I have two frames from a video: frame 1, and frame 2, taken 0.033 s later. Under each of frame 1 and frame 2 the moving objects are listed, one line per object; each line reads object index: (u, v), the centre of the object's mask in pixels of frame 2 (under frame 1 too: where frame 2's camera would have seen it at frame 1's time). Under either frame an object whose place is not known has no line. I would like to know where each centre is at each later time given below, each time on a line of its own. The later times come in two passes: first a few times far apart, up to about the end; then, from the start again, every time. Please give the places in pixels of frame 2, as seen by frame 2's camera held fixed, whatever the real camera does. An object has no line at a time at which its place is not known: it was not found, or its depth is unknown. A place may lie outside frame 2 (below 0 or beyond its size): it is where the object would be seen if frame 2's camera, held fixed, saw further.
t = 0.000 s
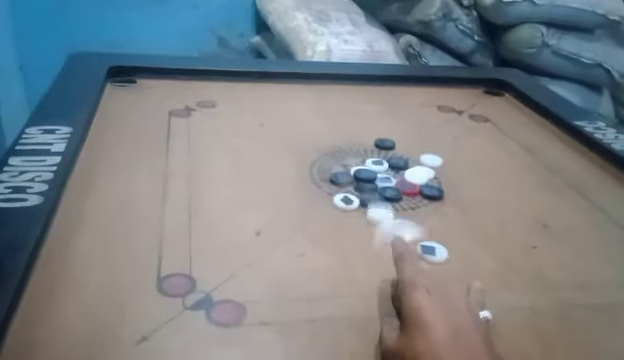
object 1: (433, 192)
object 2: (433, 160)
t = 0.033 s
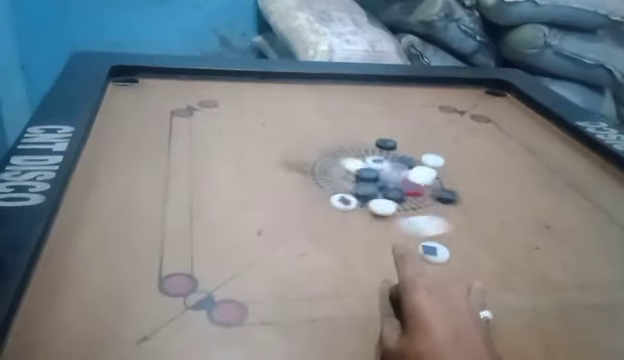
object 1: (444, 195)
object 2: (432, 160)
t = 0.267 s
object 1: (486, 184)
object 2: (485, 156)
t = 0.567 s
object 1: (488, 182)
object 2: (485, 156)
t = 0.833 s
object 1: (487, 181)
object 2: (485, 155)
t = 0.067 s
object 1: (458, 198)
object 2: (440, 159)
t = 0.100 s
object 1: (466, 199)
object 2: (453, 159)
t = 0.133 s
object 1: (474, 197)
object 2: (464, 158)
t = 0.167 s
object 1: (479, 193)
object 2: (474, 157)
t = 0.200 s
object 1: (482, 189)
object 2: (481, 157)
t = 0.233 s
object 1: (484, 186)
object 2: (485, 156)
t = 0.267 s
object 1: (486, 184)
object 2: (485, 156)
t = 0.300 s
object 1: (488, 182)
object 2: (486, 156)
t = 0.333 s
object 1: (488, 182)
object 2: (486, 156)
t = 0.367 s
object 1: (488, 182)
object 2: (486, 156)
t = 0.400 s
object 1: (488, 182)
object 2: (486, 156)
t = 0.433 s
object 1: (488, 182)
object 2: (486, 156)
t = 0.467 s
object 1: (488, 182)
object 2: (486, 156)
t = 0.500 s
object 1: (488, 182)
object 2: (486, 156)
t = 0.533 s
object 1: (488, 182)
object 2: (486, 156)
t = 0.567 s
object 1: (488, 182)
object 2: (485, 156)
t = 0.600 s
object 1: (487, 182)
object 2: (485, 155)
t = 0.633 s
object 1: (487, 181)
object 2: (485, 155)
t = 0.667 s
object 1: (487, 181)
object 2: (485, 155)
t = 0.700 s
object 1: (487, 181)
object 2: (485, 155)
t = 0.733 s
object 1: (487, 181)
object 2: (486, 155)
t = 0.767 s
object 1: (487, 181)
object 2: (485, 155)
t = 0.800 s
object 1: (487, 181)
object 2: (485, 155)
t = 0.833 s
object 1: (487, 181)
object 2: (485, 155)
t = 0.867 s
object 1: (487, 181)
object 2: (485, 155)
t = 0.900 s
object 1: (487, 181)
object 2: (485, 155)
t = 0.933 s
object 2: (485, 155)
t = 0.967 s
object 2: (485, 155)
